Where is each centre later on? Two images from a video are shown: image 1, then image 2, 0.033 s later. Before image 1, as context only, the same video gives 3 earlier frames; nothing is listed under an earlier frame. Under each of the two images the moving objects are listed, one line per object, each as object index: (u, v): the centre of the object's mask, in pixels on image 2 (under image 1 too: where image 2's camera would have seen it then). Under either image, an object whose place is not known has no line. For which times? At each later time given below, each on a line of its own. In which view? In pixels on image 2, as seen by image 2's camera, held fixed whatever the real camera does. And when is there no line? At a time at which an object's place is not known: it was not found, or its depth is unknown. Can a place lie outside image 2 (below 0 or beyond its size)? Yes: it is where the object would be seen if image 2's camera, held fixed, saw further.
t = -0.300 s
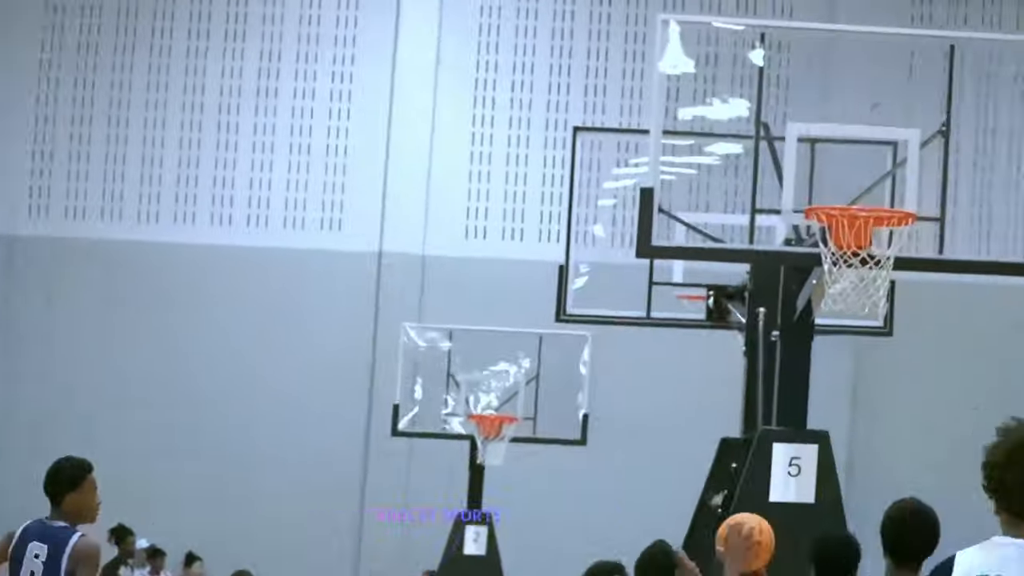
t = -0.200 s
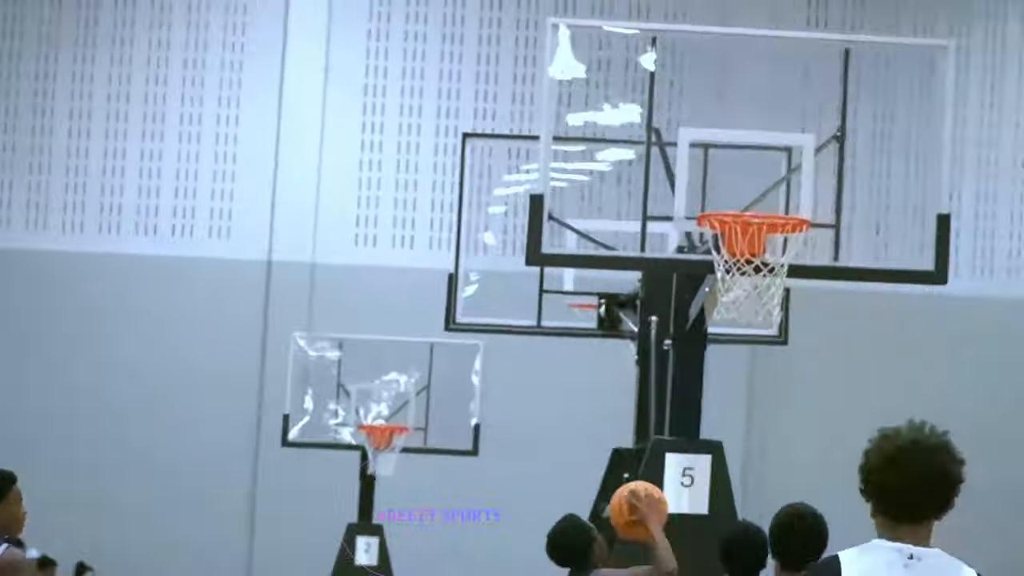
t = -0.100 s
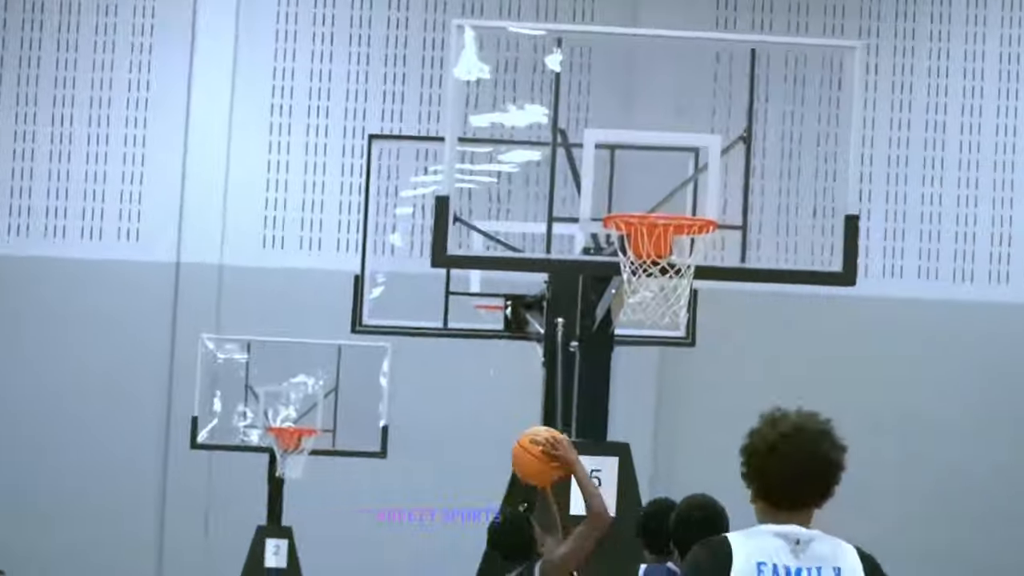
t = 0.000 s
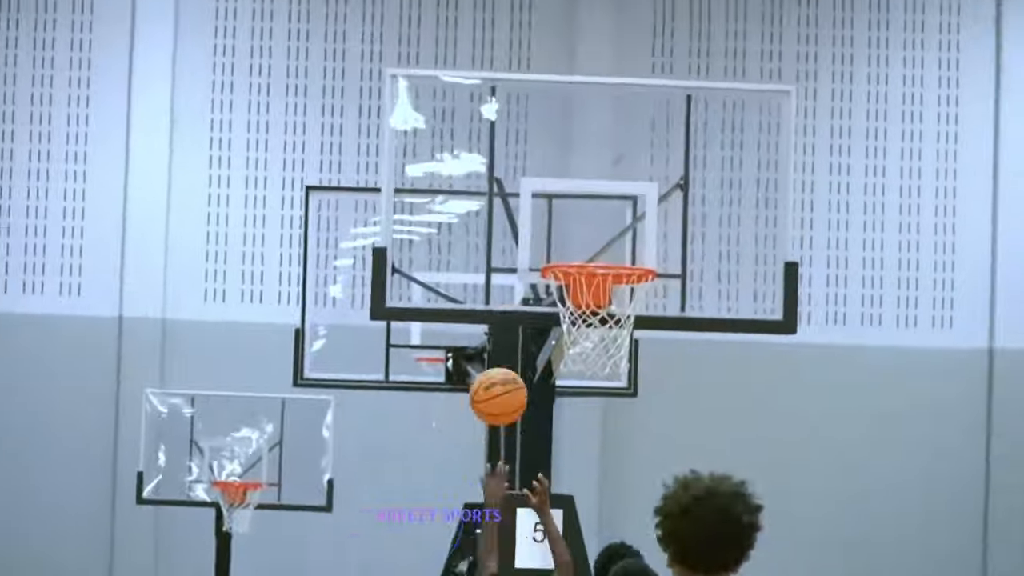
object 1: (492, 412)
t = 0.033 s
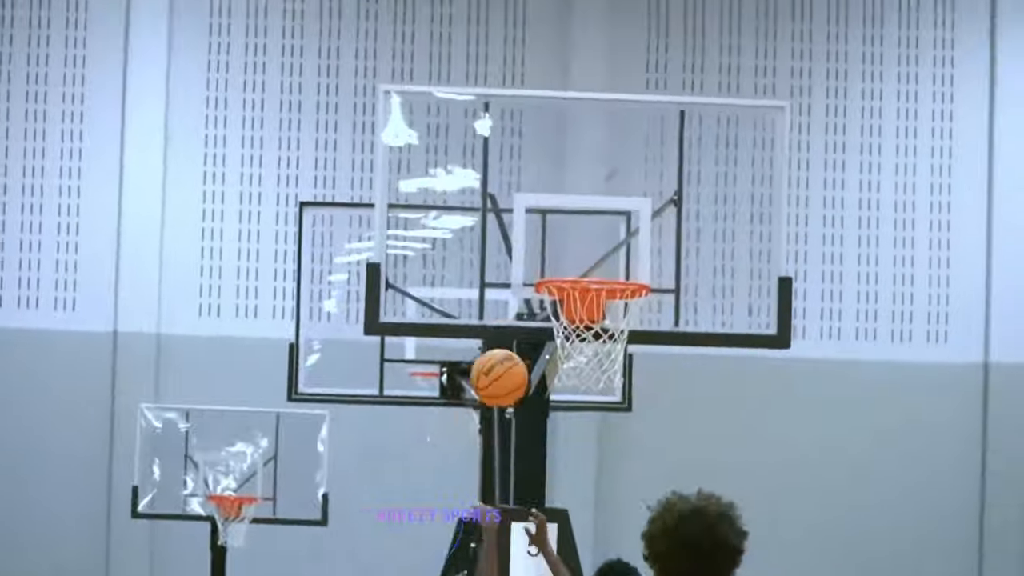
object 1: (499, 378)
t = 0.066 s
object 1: (506, 348)
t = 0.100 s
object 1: (513, 320)
